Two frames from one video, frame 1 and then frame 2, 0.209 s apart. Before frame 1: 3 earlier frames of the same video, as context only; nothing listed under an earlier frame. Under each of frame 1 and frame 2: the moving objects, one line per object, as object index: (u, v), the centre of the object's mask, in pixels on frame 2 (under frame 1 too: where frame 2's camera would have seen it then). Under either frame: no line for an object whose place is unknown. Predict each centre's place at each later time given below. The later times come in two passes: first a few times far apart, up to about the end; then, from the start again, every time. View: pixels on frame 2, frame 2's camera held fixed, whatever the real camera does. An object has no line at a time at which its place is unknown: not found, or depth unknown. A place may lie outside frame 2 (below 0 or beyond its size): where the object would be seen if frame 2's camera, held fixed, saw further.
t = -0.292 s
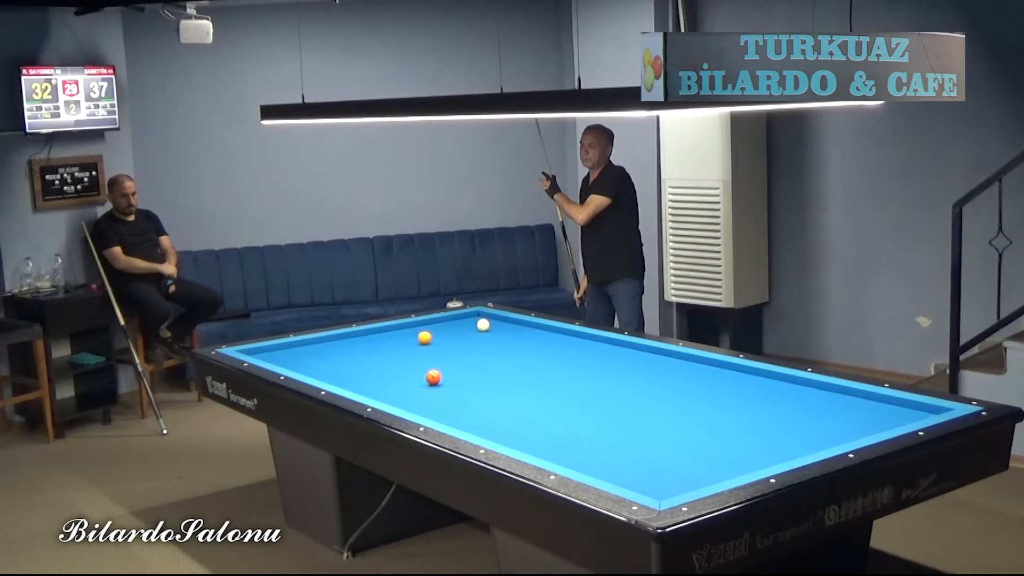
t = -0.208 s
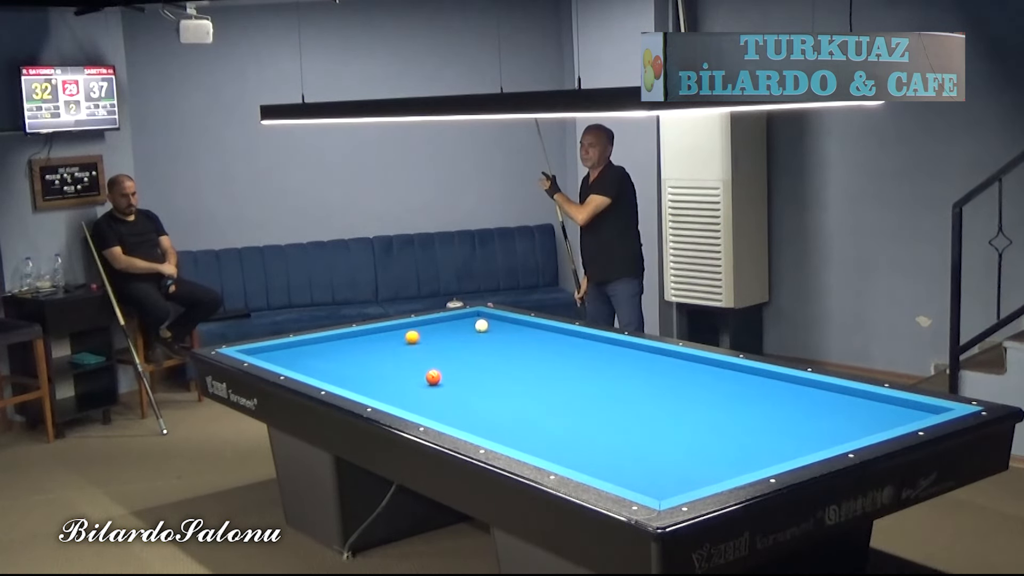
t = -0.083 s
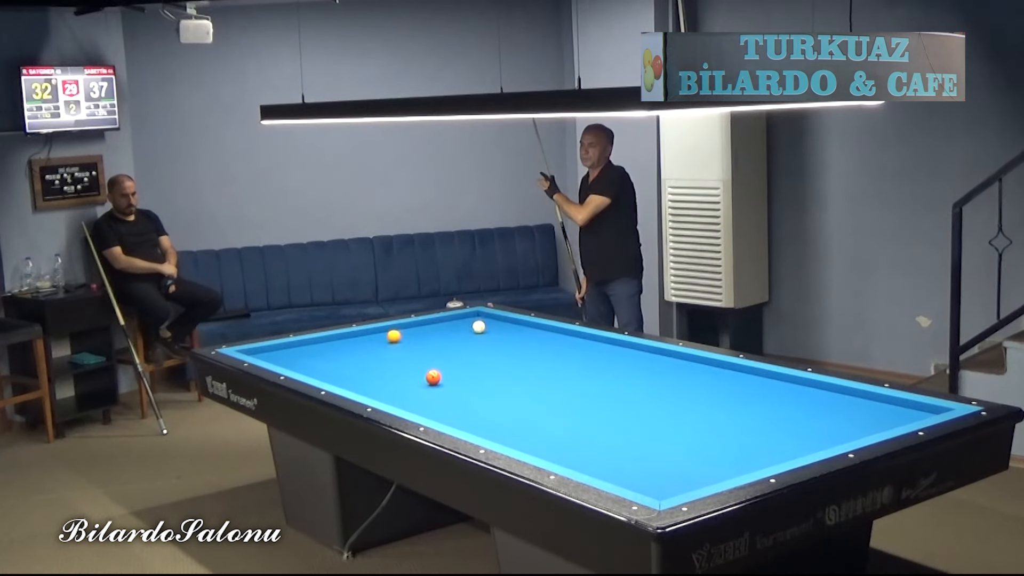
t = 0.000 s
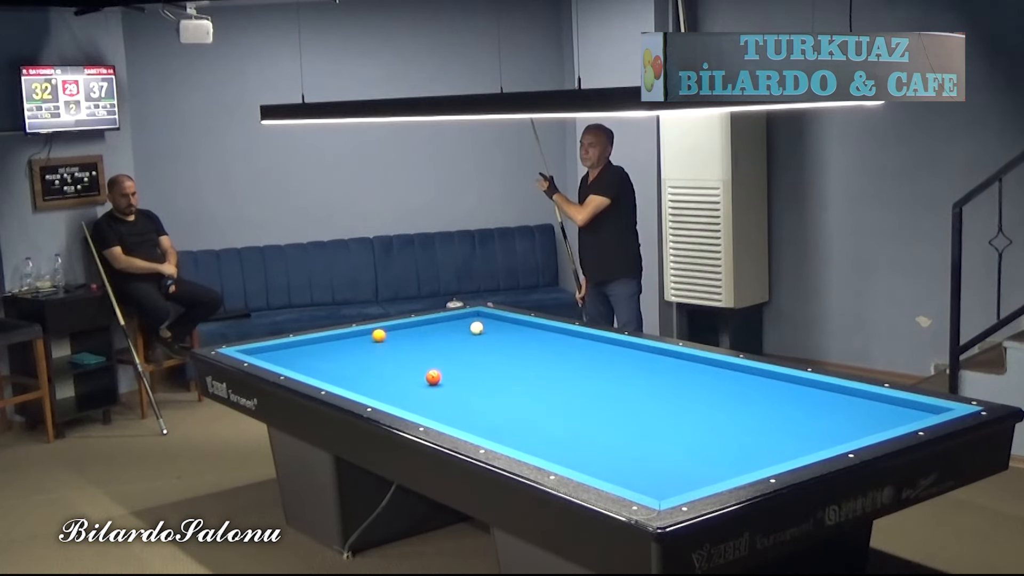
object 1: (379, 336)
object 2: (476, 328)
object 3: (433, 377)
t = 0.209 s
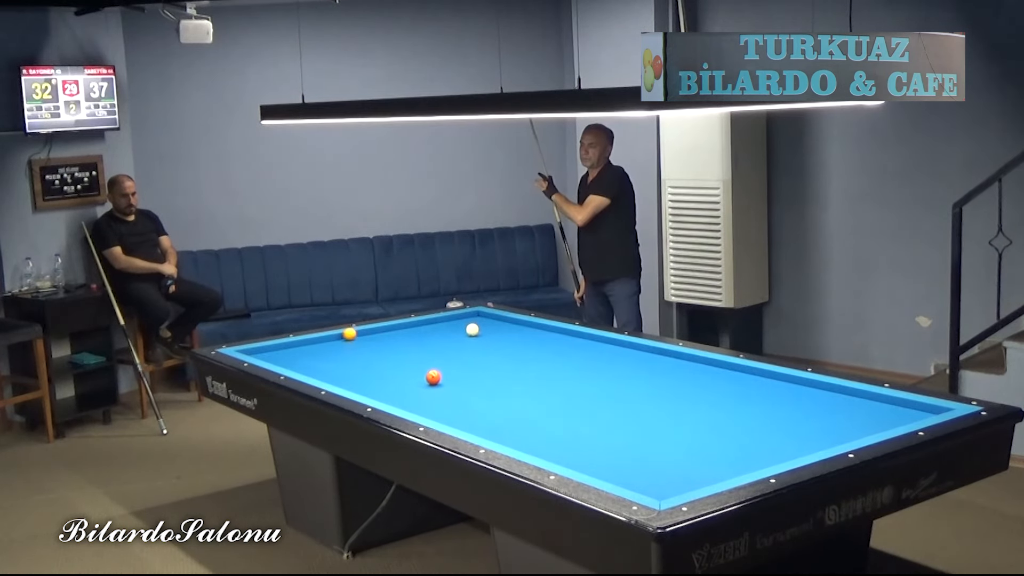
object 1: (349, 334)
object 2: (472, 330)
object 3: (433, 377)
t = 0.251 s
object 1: (346, 334)
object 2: (471, 330)
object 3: (433, 377)
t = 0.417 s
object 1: (340, 339)
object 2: (468, 332)
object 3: (433, 377)
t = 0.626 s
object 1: (332, 345)
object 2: (464, 334)
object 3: (433, 377)
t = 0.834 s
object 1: (324, 350)
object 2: (460, 335)
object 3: (433, 377)
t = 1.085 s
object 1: (313, 357)
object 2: (455, 338)
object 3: (433, 377)
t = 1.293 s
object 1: (304, 362)
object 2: (451, 340)
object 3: (433, 377)
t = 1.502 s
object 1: (295, 367)
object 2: (447, 341)
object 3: (433, 377)
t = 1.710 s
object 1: (307, 370)
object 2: (443, 343)
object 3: (433, 377)
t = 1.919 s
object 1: (324, 371)
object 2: (439, 345)
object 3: (433, 377)
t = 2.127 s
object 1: (343, 372)
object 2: (436, 346)
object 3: (433, 377)
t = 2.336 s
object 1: (359, 373)
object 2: (433, 348)
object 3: (433, 377)
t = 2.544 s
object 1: (378, 373)
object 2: (429, 349)
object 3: (433, 377)
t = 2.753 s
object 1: (395, 374)
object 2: (426, 350)
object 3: (433, 377)
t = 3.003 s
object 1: (416, 375)
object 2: (422, 352)
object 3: (433, 377)
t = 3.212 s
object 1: (427, 374)
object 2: (420, 353)
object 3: (437, 378)
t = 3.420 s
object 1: (436, 371)
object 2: (417, 354)
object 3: (442, 379)
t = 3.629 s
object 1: (445, 370)
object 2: (415, 355)
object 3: (447, 381)
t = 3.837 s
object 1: (453, 370)
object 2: (413, 356)
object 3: (452, 382)
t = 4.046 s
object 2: (410, 358)
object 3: (457, 383)
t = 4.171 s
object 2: (409, 358)
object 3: (460, 384)
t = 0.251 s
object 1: (346, 334)
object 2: (471, 330)
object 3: (433, 377)
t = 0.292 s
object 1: (345, 335)
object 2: (471, 331)
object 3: (433, 377)
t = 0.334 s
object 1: (344, 337)
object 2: (470, 331)
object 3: (433, 377)
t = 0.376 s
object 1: (342, 338)
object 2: (469, 331)
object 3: (433, 377)
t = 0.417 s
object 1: (340, 339)
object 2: (468, 332)
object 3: (433, 377)
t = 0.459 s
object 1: (339, 340)
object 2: (467, 332)
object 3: (433, 377)
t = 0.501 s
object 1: (337, 341)
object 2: (466, 332)
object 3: (433, 377)
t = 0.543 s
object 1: (335, 342)
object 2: (465, 333)
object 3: (433, 377)
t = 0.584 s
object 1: (333, 343)
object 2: (465, 333)
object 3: (433, 377)
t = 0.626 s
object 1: (332, 345)
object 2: (464, 334)
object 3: (433, 377)
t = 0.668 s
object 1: (330, 346)
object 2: (463, 334)
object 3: (433, 377)
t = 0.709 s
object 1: (328, 347)
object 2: (462, 334)
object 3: (433, 377)
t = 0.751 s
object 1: (327, 348)
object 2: (461, 335)
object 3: (433, 377)
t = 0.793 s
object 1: (325, 349)
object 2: (460, 335)
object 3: (433, 377)
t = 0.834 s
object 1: (324, 350)
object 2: (460, 335)
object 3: (433, 377)
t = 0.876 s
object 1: (322, 351)
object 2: (459, 336)
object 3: (433, 377)
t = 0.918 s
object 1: (320, 352)
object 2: (458, 336)
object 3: (433, 377)
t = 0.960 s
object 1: (319, 353)
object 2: (457, 336)
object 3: (433, 377)
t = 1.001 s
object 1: (316, 355)
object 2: (456, 337)
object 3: (433, 377)
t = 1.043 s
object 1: (315, 356)
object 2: (455, 337)
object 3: (433, 377)
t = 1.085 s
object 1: (313, 357)
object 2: (455, 338)
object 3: (433, 377)
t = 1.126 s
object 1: (311, 358)
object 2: (454, 338)
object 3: (433, 377)
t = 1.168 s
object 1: (309, 359)
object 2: (453, 338)
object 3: (433, 377)
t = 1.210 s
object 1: (308, 360)
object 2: (452, 339)
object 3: (433, 377)
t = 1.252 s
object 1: (306, 361)
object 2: (451, 339)
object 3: (433, 377)
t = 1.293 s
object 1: (304, 362)
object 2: (451, 340)
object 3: (433, 377)
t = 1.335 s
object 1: (303, 364)
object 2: (450, 340)
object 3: (433, 377)
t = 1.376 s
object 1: (301, 365)
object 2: (449, 340)
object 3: (433, 377)
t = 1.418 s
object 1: (299, 366)
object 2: (448, 340)
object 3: (433, 377)
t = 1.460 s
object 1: (297, 366)
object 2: (447, 341)
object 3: (433, 377)
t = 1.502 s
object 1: (295, 367)
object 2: (447, 341)
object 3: (433, 377)
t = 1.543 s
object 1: (294, 368)
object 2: (446, 342)
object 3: (433, 377)
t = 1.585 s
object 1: (297, 368)
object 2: (445, 342)
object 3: (433, 377)
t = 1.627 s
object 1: (300, 369)
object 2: (445, 342)
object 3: (433, 377)
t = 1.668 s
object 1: (304, 369)
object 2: (444, 342)
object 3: (433, 377)
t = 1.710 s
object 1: (307, 370)
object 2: (443, 343)
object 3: (433, 377)
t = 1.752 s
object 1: (310, 370)
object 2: (442, 343)
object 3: (433, 377)
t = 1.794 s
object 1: (314, 371)
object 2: (441, 344)
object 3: (433, 377)
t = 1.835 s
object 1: (317, 371)
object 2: (441, 344)
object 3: (433, 377)
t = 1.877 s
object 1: (320, 371)
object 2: (440, 344)
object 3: (433, 377)
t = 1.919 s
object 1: (324, 371)
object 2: (439, 345)
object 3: (433, 377)
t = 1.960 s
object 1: (329, 371)
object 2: (439, 345)
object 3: (433, 377)
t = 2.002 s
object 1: (332, 371)
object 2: (438, 345)
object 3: (433, 377)
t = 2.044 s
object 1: (336, 372)
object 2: (437, 345)
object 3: (433, 377)
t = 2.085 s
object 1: (339, 372)
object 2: (436, 346)
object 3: (433, 377)
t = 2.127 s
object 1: (343, 372)
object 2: (436, 346)
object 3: (433, 377)
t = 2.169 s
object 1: (346, 372)
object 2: (435, 346)
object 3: (433, 377)
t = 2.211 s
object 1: (349, 372)
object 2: (435, 346)
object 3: (433, 377)
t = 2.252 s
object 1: (353, 372)
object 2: (434, 347)
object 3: (433, 377)
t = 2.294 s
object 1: (356, 372)
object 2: (433, 347)
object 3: (433, 377)
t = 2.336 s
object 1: (359, 373)
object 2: (433, 348)
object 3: (433, 377)
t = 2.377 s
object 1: (363, 373)
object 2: (432, 348)
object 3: (433, 377)
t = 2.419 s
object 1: (366, 373)
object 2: (431, 348)
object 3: (433, 377)
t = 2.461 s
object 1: (371, 373)
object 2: (430, 349)
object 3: (433, 377)
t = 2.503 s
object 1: (374, 373)
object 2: (430, 349)
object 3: (433, 377)
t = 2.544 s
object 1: (378, 373)
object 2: (429, 349)
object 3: (433, 377)
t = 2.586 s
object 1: (381, 373)
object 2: (428, 349)
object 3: (433, 377)
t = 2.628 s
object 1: (385, 373)
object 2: (428, 350)
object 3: (433, 377)
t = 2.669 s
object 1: (388, 374)
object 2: (427, 350)
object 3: (433, 377)
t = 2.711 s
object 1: (391, 374)
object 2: (427, 350)
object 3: (433, 377)
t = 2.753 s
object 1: (395, 374)
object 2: (426, 350)
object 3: (433, 377)
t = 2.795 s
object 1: (398, 374)
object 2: (426, 351)
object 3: (433, 377)
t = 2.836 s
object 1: (401, 374)
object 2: (425, 351)
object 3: (433, 377)
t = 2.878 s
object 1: (405, 374)
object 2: (424, 351)
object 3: (433, 377)
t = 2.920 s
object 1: (409, 374)
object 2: (424, 352)
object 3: (433, 377)
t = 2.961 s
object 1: (413, 374)
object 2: (423, 352)
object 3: (433, 377)
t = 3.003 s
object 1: (416, 375)
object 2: (422, 352)
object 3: (433, 377)
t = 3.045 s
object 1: (419, 375)
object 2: (422, 352)
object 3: (433, 377)
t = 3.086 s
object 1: (421, 375)
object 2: (421, 353)
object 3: (433, 377)
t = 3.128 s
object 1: (423, 374)
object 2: (421, 353)
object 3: (434, 378)
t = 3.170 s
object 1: (425, 374)
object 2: (420, 353)
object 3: (435, 378)
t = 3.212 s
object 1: (427, 374)
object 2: (420, 353)
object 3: (437, 378)
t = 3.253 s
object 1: (428, 373)
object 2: (419, 353)
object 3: (438, 378)
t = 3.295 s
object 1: (430, 373)
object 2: (419, 354)
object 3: (438, 378)
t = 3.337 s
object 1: (431, 372)
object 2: (418, 354)
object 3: (439, 378)
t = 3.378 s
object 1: (433, 372)
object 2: (418, 354)
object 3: (440, 379)
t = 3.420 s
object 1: (436, 371)
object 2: (417, 354)
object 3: (442, 379)
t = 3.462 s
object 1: (438, 371)
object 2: (417, 355)
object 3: (443, 380)
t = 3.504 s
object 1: (439, 371)
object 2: (416, 355)
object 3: (444, 380)
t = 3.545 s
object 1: (442, 370)
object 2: (416, 355)
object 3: (445, 380)
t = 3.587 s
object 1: (443, 370)
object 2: (415, 355)
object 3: (446, 381)
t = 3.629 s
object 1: (445, 370)
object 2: (415, 355)
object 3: (447, 381)
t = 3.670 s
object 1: (447, 370)
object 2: (414, 356)
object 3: (448, 381)
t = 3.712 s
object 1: (449, 370)
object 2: (414, 356)
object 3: (449, 381)
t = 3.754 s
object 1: (450, 370)
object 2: (414, 356)
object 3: (450, 382)
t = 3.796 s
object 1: (452, 370)
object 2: (413, 356)
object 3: (451, 382)
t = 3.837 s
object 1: (453, 370)
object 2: (413, 356)
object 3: (452, 382)
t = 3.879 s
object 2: (412, 357)
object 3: (453, 382)
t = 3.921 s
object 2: (412, 357)
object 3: (454, 383)
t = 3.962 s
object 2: (411, 357)
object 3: (455, 383)
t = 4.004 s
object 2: (411, 357)
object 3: (456, 383)
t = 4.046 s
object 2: (410, 358)
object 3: (457, 383)
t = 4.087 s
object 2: (410, 358)
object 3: (458, 384)
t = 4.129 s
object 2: (410, 358)
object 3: (459, 384)
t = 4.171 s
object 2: (409, 358)
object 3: (460, 384)
